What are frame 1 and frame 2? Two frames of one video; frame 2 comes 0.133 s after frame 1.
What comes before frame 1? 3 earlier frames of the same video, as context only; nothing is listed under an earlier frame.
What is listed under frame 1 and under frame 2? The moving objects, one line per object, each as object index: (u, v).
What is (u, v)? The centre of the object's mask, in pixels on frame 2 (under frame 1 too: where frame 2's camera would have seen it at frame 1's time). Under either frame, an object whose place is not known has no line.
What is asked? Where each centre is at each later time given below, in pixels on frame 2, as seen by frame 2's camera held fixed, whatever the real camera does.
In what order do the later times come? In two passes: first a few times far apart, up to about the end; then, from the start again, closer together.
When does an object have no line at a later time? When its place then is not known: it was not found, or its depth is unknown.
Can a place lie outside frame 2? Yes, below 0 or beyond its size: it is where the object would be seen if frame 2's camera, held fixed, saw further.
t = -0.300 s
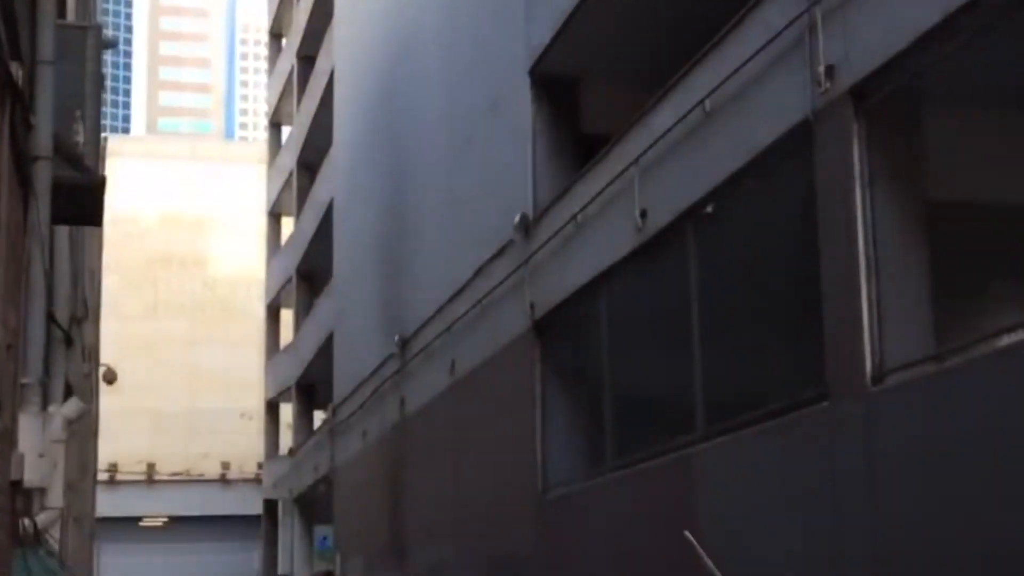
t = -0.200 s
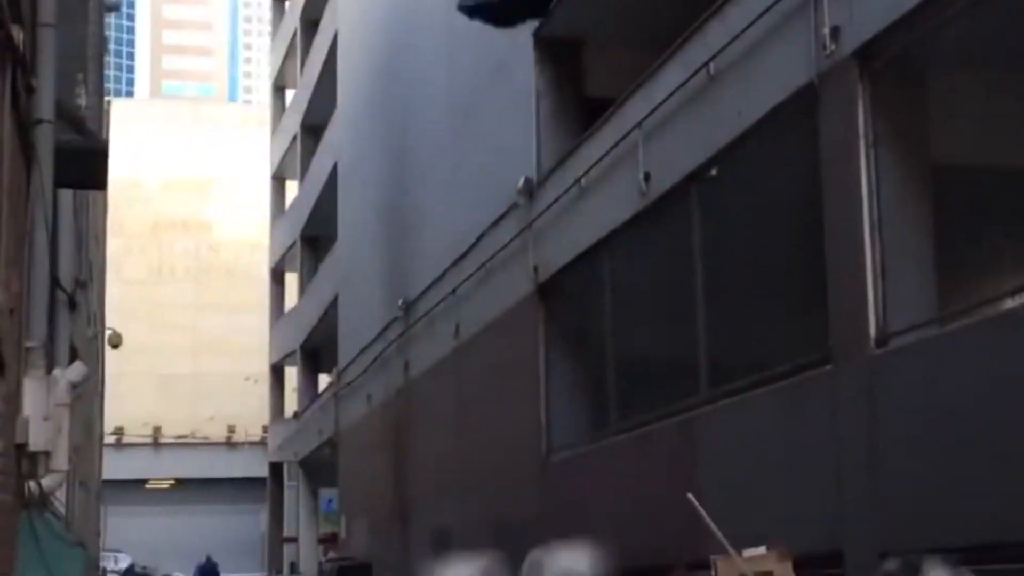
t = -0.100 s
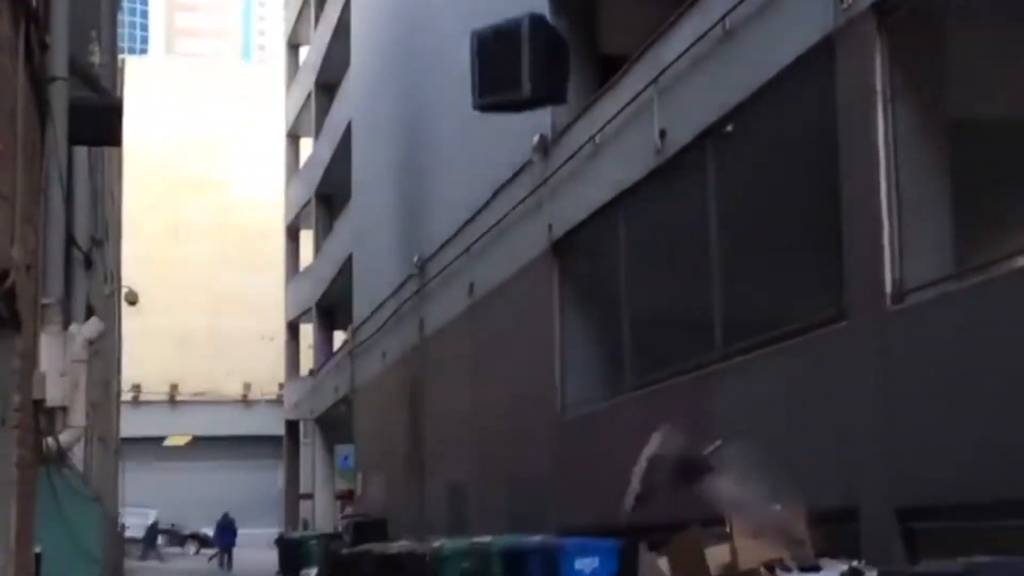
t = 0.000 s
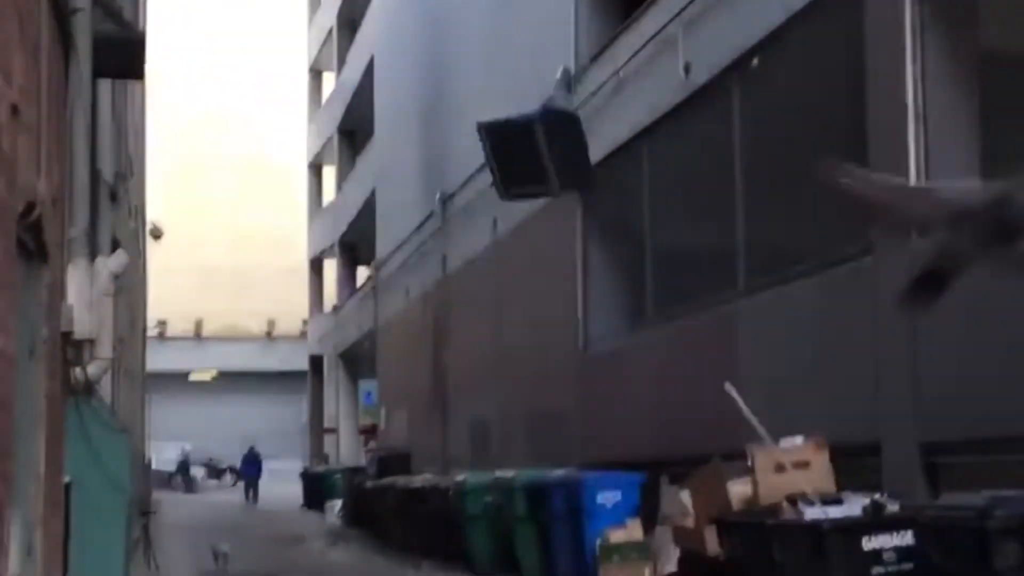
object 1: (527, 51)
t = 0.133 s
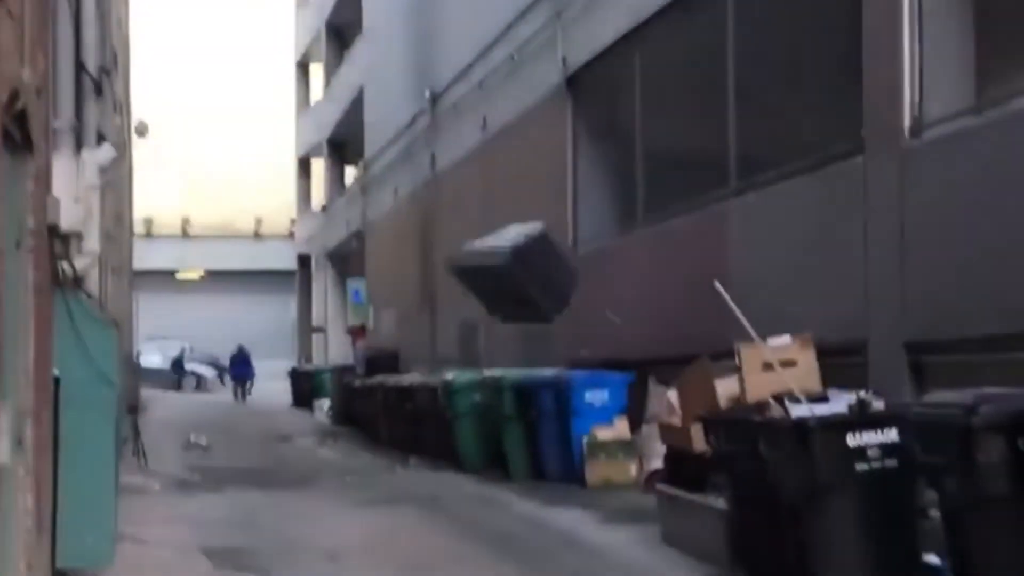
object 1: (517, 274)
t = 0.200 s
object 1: (509, 389)
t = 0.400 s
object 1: (466, 471)
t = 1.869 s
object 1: (369, 498)
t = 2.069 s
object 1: (369, 498)
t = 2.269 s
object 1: (369, 499)
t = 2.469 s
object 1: (368, 498)
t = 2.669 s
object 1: (367, 498)
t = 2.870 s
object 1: (368, 498)
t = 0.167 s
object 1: (513, 329)
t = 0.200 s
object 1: (509, 389)
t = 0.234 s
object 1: (508, 451)
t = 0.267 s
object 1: (496, 486)
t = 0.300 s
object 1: (498, 483)
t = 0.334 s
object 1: (486, 482)
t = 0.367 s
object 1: (474, 473)
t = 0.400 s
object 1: (466, 471)
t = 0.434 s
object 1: (457, 468)
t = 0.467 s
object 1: (453, 466)
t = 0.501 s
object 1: (447, 466)
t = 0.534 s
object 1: (416, 477)
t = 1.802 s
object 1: (368, 498)
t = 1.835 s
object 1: (368, 498)
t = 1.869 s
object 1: (369, 498)
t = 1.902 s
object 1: (369, 498)
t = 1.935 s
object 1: (369, 499)
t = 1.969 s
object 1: (368, 498)
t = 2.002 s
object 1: (369, 498)
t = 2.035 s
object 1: (369, 498)
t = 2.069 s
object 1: (369, 498)
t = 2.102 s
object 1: (369, 498)
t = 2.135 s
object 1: (369, 497)
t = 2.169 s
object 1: (369, 498)
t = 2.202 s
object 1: (369, 498)
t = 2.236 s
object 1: (369, 498)
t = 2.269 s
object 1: (369, 499)
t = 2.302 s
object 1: (369, 498)
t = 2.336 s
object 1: (369, 498)
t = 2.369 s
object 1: (369, 498)
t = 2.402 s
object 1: (368, 498)
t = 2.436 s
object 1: (368, 498)
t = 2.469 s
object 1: (368, 498)
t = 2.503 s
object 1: (368, 498)
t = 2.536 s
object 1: (367, 498)
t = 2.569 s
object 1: (367, 498)
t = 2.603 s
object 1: (366, 497)
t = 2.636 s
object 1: (366, 498)
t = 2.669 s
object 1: (367, 498)
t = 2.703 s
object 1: (366, 498)
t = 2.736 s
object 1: (368, 498)
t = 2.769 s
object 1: (368, 498)
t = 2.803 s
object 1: (368, 498)
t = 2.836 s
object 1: (368, 497)
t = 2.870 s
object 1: (368, 498)
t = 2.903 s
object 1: (368, 498)
